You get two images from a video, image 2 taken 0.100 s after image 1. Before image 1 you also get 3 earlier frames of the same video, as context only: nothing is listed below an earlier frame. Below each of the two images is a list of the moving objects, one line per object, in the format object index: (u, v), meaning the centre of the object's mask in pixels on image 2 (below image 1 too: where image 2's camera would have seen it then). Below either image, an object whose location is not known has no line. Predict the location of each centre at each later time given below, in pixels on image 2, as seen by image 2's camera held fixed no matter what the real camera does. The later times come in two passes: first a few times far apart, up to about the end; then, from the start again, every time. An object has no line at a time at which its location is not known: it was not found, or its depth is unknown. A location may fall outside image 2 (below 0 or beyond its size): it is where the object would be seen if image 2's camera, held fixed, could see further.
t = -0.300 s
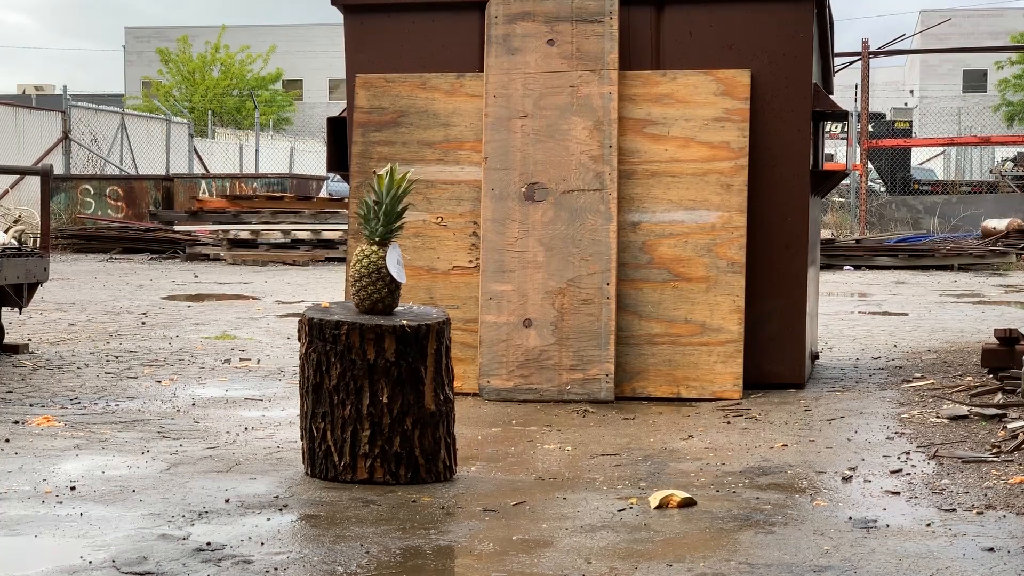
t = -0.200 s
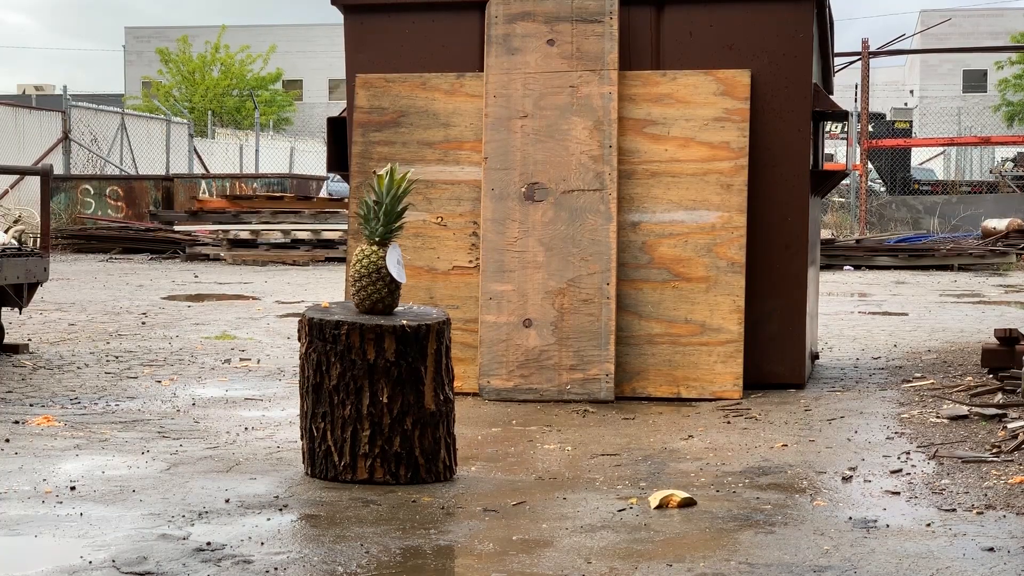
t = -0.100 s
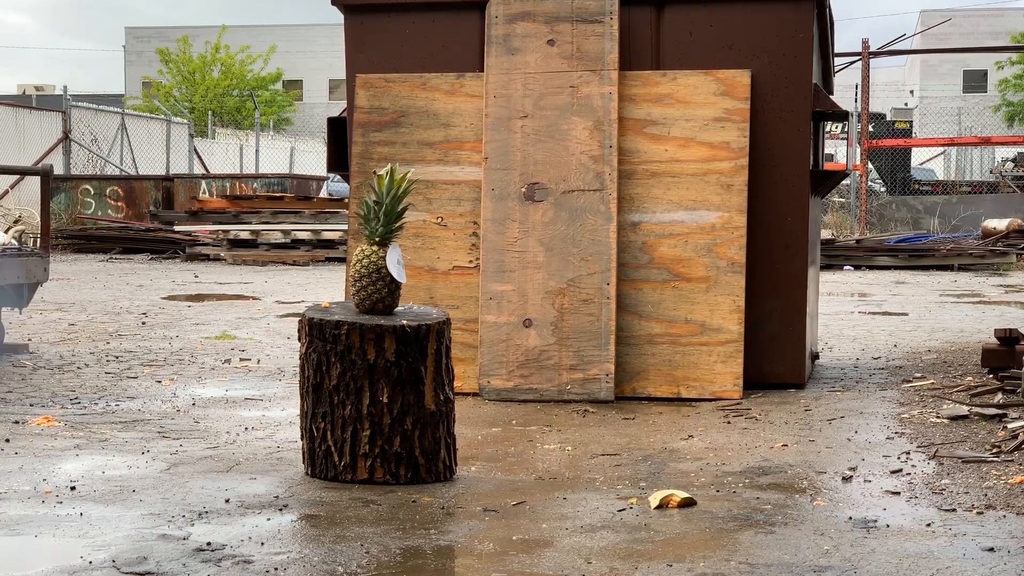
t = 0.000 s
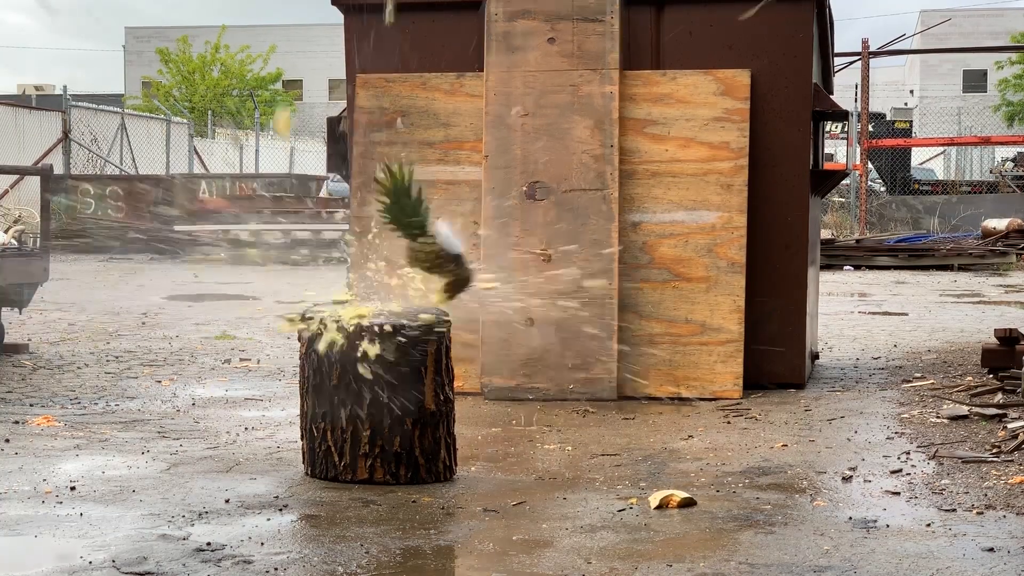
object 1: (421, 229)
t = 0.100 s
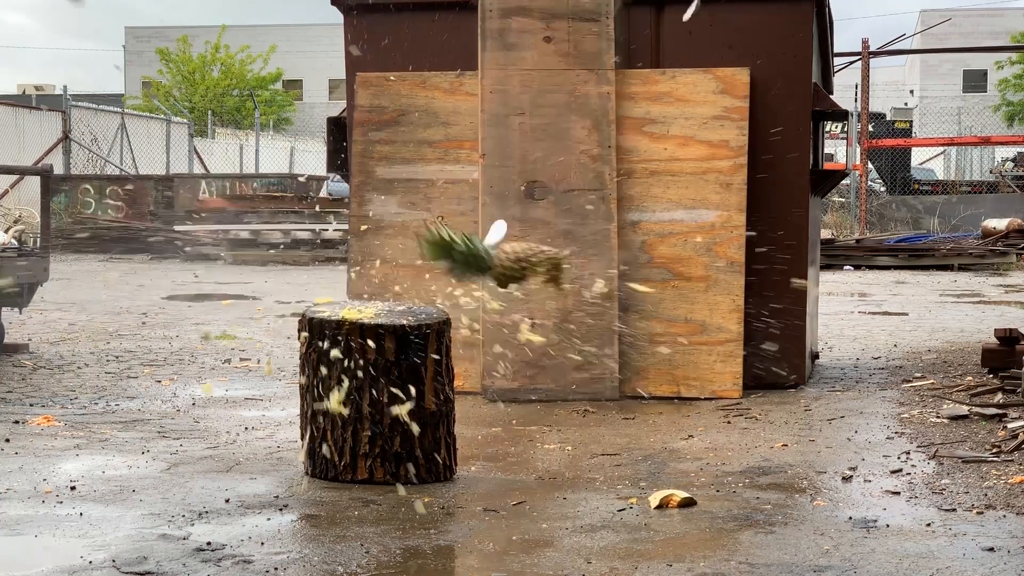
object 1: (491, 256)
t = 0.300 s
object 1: (668, 415)
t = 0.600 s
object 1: (883, 415)
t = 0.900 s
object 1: (954, 438)
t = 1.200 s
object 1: (953, 439)
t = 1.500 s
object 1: (956, 440)
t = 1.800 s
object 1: (956, 440)
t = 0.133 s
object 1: (516, 275)
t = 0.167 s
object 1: (544, 298)
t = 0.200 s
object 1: (576, 328)
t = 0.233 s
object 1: (607, 358)
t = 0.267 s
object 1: (639, 387)
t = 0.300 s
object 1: (668, 415)
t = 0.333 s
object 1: (687, 425)
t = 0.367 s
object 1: (697, 421)
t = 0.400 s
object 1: (717, 410)
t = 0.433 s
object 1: (741, 403)
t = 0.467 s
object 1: (776, 403)
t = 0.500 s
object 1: (802, 397)
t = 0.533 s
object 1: (832, 403)
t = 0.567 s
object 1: (858, 407)
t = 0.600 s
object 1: (883, 415)
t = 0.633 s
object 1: (906, 430)
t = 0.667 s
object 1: (919, 445)
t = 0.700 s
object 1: (930, 438)
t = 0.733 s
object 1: (940, 434)
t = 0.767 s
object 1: (946, 432)
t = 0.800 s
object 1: (950, 434)
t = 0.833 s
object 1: (955, 441)
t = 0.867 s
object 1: (955, 439)
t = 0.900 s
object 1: (954, 438)
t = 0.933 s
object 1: (953, 437)
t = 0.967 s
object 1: (951, 437)
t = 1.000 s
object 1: (952, 439)
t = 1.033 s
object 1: (953, 439)
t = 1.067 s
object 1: (953, 439)
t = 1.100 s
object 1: (955, 438)
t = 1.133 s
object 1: (954, 438)
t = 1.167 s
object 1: (953, 438)
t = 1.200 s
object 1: (953, 439)
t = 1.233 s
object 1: (953, 438)
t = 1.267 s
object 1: (954, 439)
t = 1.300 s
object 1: (953, 439)
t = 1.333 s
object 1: (953, 439)
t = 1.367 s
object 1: (953, 439)
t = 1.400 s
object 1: (953, 439)
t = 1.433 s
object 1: (954, 439)
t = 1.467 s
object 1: (954, 440)
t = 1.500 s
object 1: (956, 440)
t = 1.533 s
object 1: (956, 440)
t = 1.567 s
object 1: (956, 440)
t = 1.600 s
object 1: (956, 440)
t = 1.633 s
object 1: (956, 440)
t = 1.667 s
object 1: (956, 440)
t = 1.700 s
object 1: (956, 440)
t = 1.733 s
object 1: (956, 440)
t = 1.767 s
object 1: (956, 440)
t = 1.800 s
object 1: (956, 440)
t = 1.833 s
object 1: (956, 440)
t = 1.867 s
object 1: (956, 440)
